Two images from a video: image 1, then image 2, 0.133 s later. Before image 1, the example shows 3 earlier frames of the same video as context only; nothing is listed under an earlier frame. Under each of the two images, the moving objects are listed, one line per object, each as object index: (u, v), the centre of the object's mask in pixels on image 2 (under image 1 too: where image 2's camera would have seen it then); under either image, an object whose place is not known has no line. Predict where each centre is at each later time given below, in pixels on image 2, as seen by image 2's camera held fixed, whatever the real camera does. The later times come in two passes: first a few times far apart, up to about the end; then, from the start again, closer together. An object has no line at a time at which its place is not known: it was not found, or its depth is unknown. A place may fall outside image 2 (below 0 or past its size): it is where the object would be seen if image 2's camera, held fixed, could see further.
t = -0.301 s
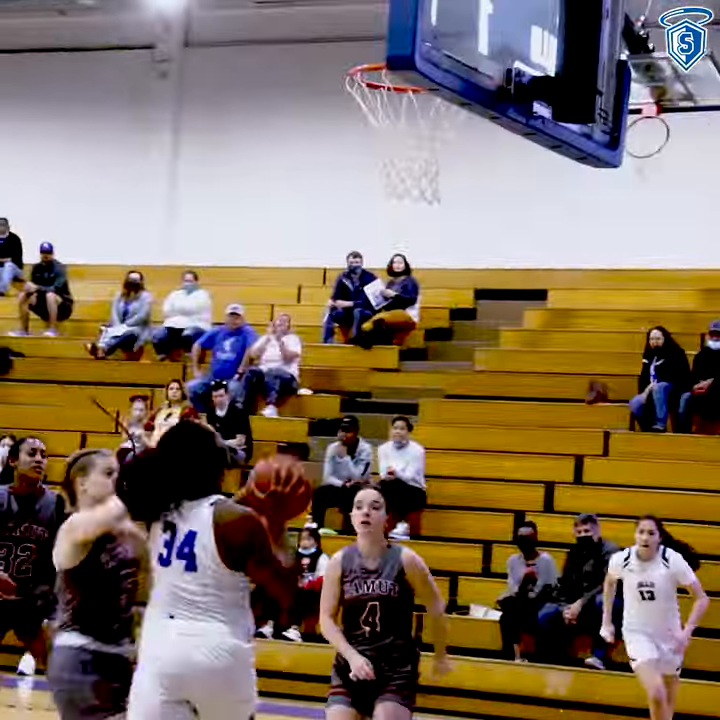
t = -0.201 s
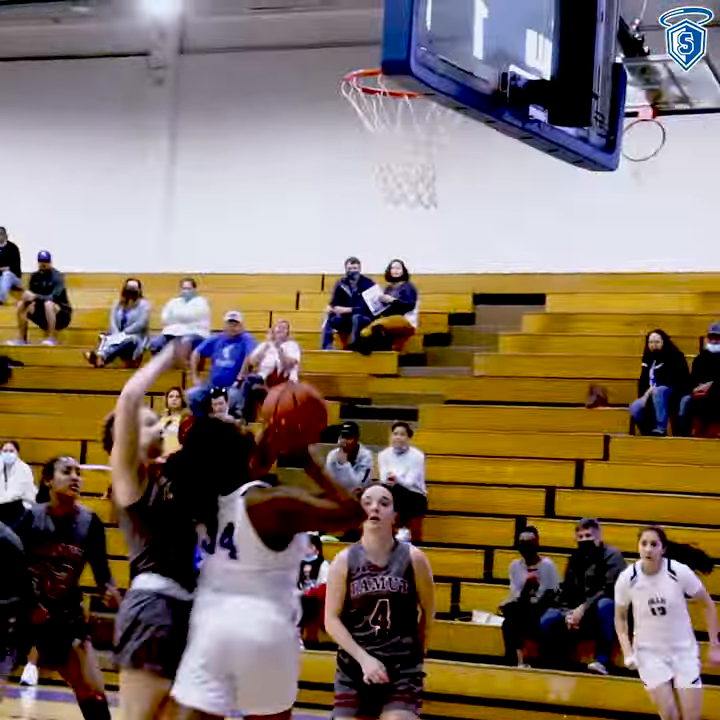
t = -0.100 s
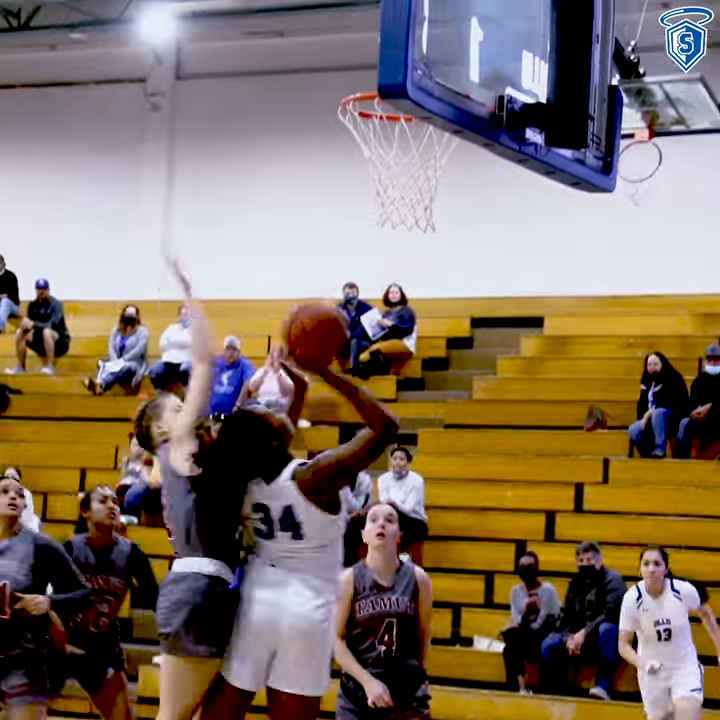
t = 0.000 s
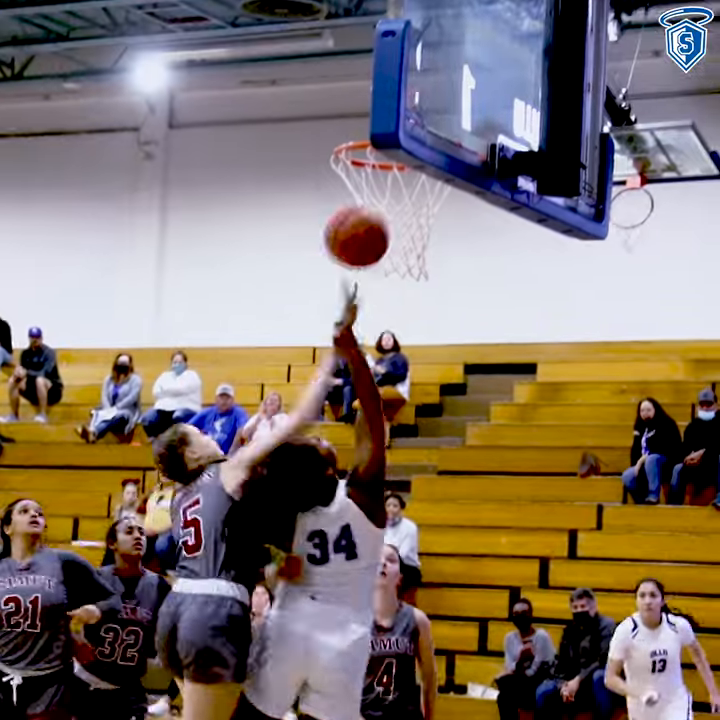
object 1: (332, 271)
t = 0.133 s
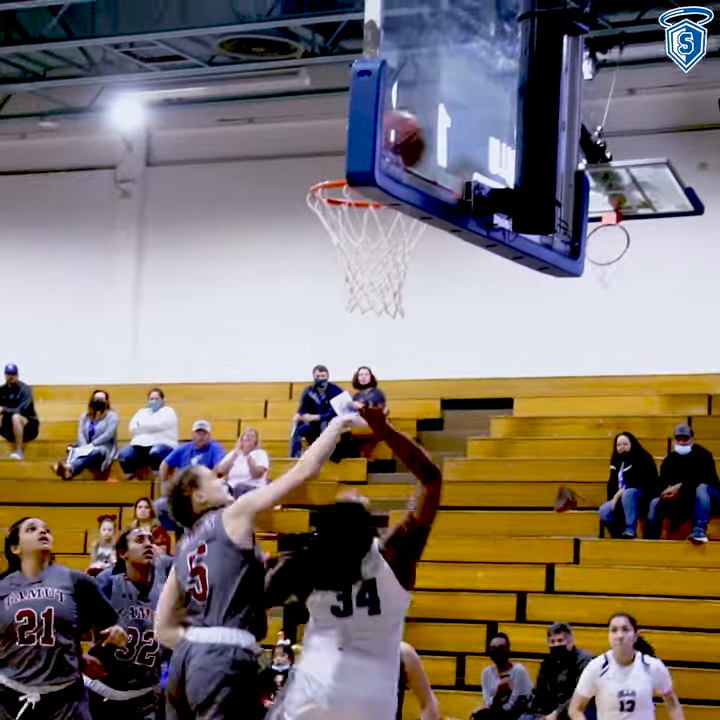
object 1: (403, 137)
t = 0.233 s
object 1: (393, 110)
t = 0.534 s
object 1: (322, 164)
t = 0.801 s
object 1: (347, 192)
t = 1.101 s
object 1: (382, 314)
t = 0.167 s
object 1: (400, 129)
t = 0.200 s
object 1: (395, 117)
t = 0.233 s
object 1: (393, 110)
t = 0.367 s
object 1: (335, 112)
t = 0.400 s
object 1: (333, 118)
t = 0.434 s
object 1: (329, 128)
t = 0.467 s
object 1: (328, 142)
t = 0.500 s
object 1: (325, 154)
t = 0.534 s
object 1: (322, 164)
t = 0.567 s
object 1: (326, 166)
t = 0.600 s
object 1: (327, 160)
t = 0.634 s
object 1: (330, 160)
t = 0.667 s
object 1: (332, 164)
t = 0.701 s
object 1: (334, 176)
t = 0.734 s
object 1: (340, 182)
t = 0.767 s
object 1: (343, 183)
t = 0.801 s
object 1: (347, 192)
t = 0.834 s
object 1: (359, 202)
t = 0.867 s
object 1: (364, 210)
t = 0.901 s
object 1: (365, 215)
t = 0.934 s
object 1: (369, 222)
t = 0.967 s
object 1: (377, 234)
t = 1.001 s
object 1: (380, 251)
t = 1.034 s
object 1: (381, 272)
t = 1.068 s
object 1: (382, 291)
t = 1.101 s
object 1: (382, 314)
